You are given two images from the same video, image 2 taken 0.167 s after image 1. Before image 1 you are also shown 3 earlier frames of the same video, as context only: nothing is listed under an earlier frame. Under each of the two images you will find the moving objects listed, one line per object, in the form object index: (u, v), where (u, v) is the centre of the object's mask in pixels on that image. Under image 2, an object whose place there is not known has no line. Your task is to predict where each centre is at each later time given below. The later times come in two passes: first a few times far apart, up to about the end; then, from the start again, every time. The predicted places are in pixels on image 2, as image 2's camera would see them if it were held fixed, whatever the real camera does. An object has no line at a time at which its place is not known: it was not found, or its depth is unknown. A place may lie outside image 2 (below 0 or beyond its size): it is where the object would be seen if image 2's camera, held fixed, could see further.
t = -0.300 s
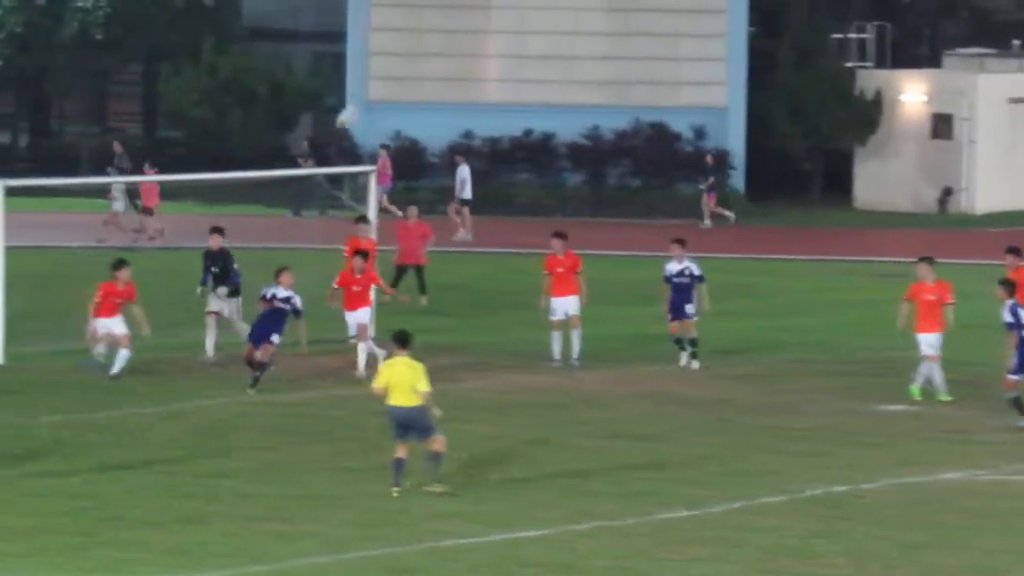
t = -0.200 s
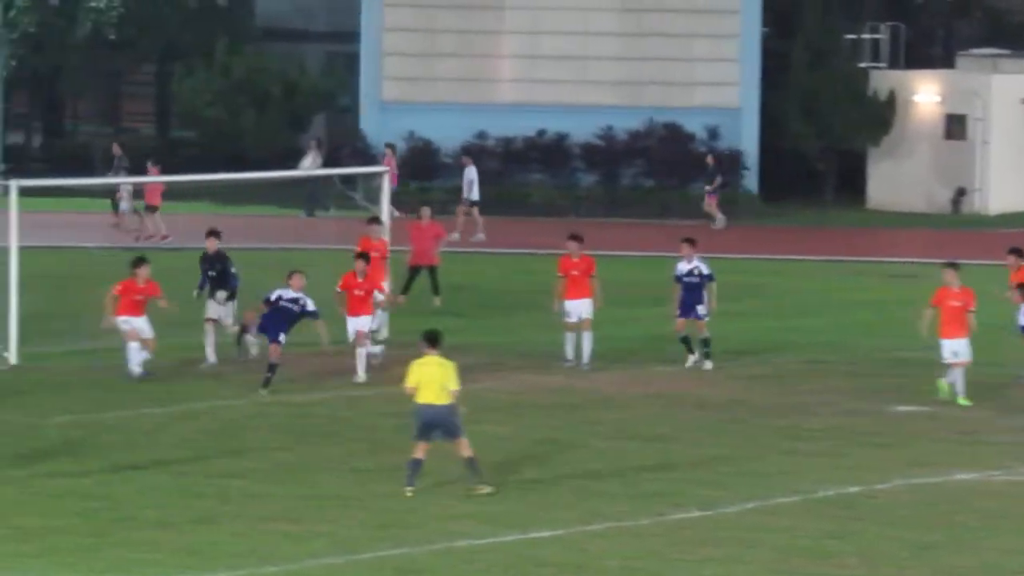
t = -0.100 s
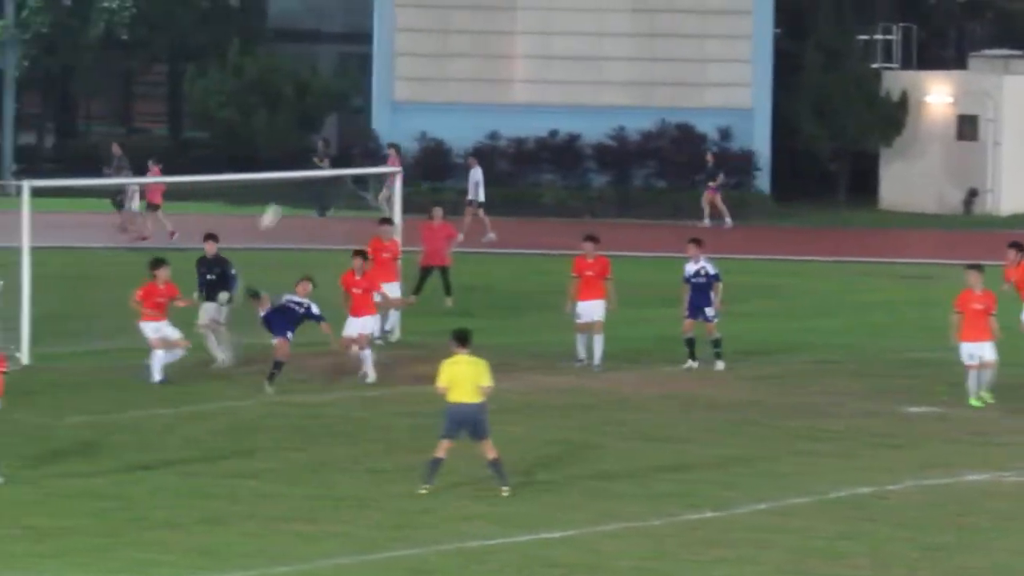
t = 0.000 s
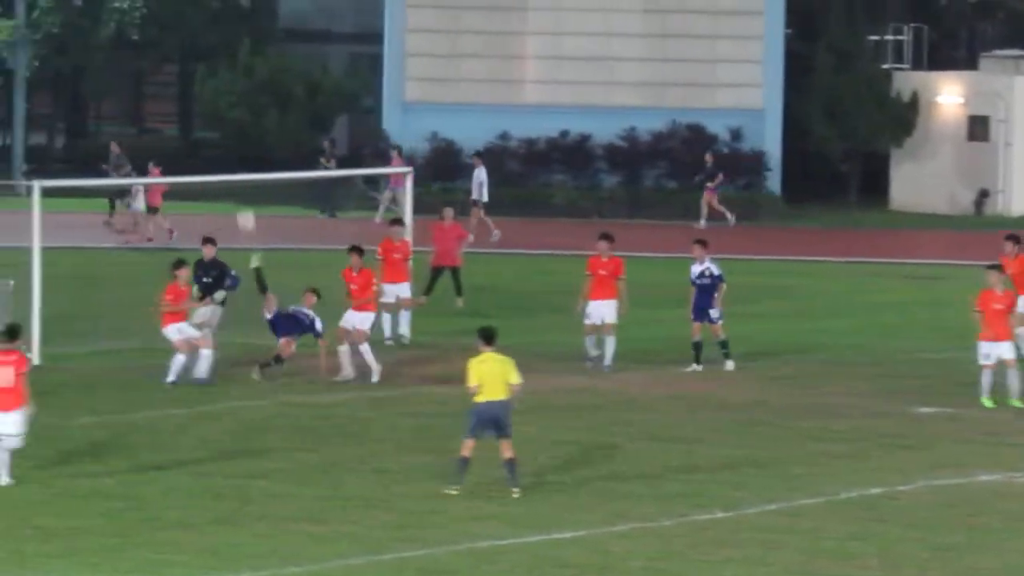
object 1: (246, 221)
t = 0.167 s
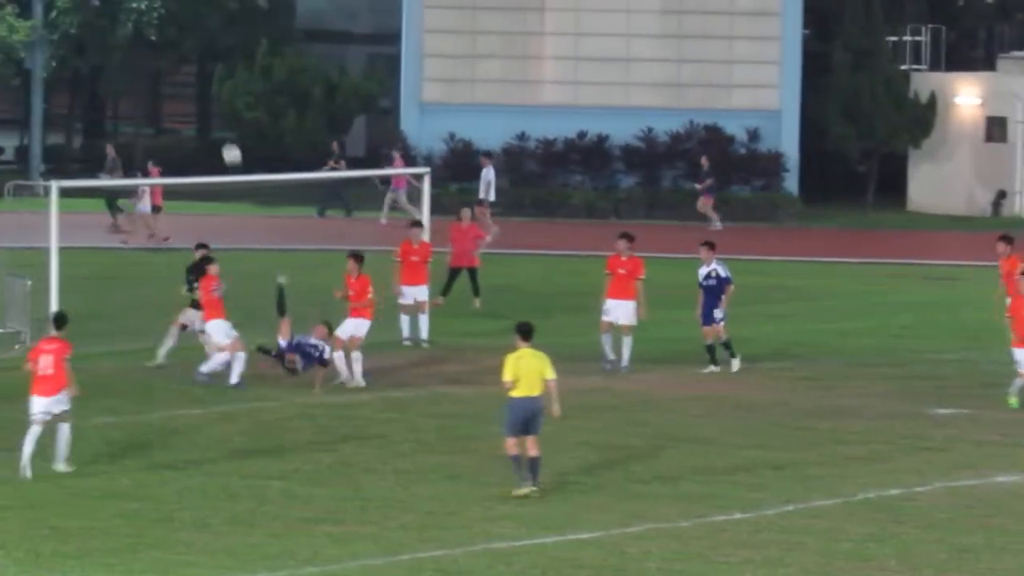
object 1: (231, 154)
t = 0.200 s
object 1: (226, 143)
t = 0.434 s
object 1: (184, 103)
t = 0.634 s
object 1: (149, 106)
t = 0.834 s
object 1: (115, 139)
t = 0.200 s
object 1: (226, 143)
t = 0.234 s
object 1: (221, 135)
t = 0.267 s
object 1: (214, 128)
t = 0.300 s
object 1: (208, 121)
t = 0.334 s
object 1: (202, 115)
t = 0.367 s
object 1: (196, 111)
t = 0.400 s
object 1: (191, 106)
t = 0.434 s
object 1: (184, 103)
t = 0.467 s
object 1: (178, 101)
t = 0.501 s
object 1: (172, 100)
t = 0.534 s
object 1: (167, 100)
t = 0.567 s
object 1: (160, 101)
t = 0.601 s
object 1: (154, 103)
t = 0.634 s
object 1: (149, 106)
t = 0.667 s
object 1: (142, 110)
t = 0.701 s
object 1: (137, 113)
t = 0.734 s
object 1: (131, 119)
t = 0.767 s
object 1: (126, 125)
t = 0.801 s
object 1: (121, 132)
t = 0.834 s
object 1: (115, 139)
